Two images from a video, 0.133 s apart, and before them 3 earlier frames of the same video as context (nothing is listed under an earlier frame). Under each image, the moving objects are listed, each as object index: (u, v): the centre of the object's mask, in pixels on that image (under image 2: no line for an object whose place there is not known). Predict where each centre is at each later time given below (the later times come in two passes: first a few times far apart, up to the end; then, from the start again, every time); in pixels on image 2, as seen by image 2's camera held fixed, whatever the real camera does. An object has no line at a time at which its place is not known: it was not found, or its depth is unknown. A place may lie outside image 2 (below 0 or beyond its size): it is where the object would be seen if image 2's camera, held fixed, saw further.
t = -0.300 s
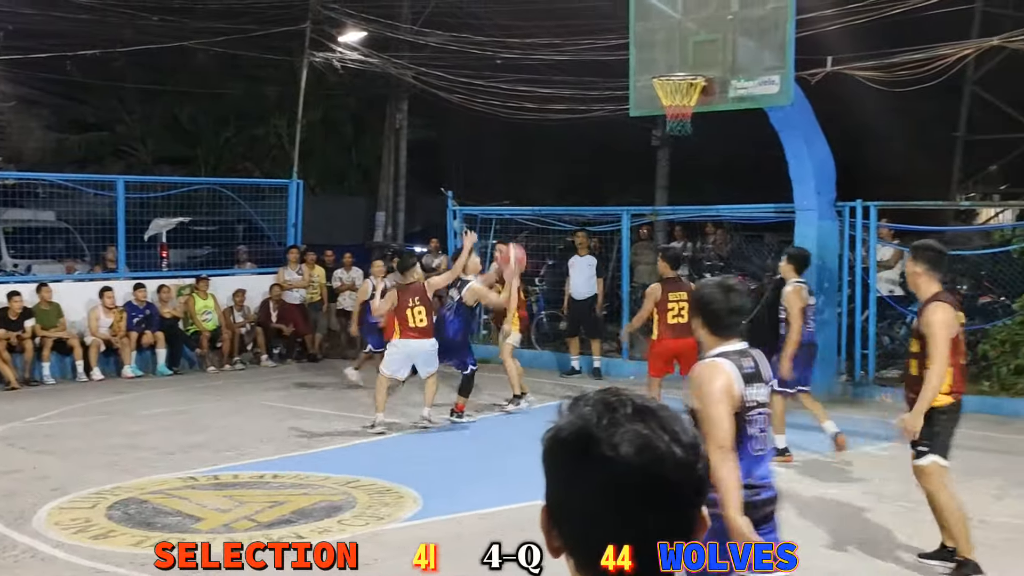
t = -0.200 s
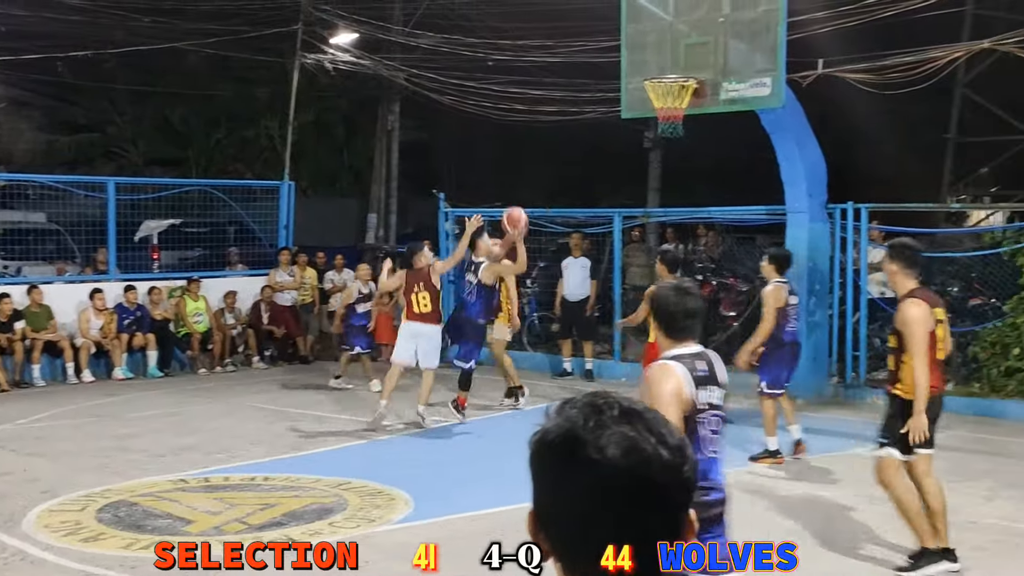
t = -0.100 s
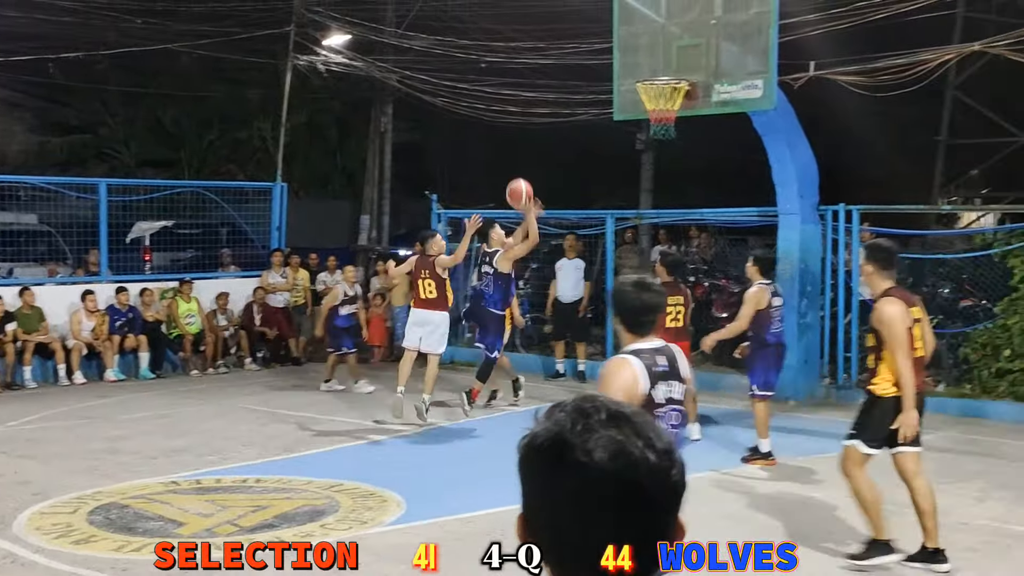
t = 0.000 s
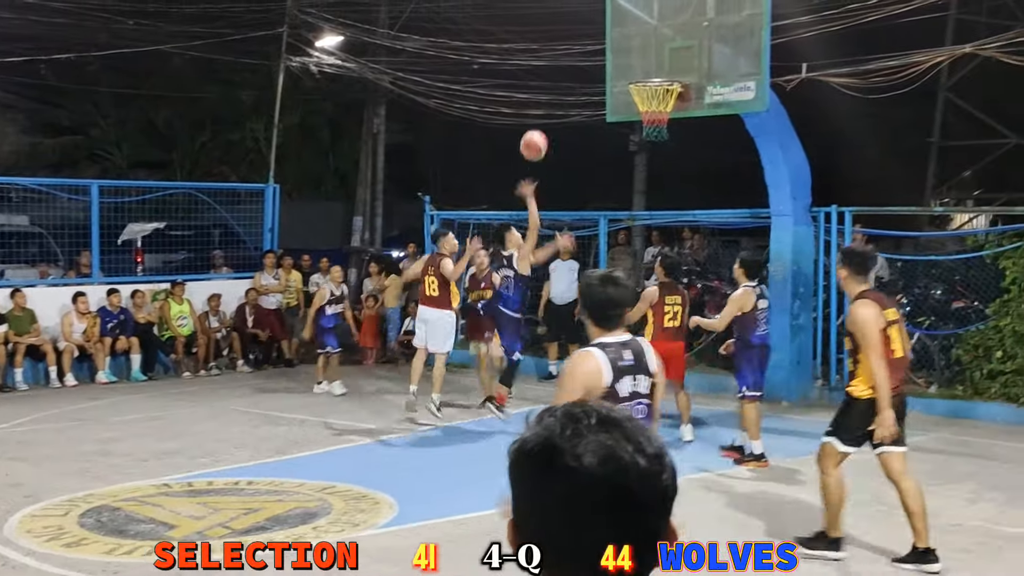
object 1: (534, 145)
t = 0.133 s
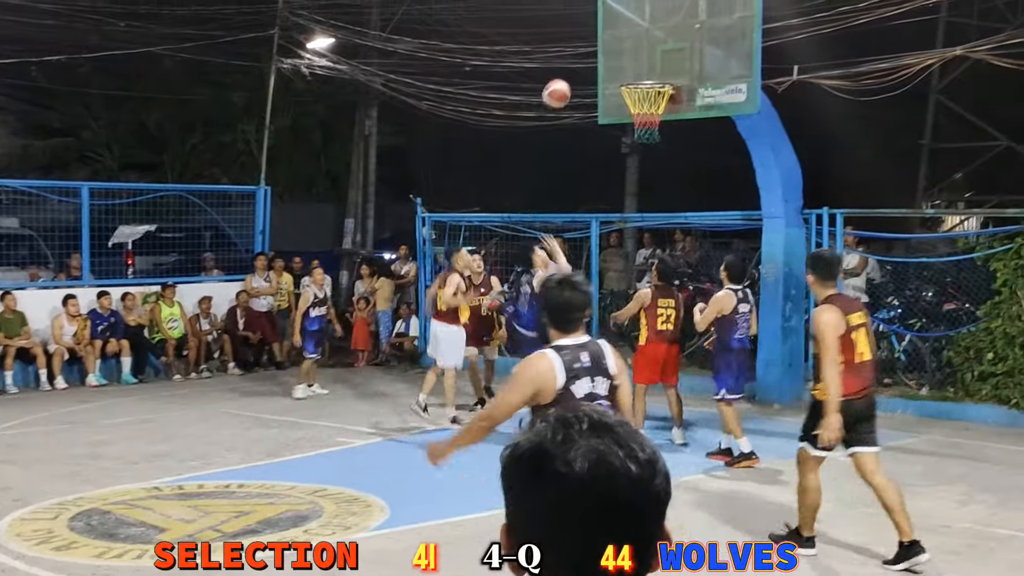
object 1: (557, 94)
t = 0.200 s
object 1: (572, 74)
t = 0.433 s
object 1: (624, 46)
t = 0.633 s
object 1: (667, 69)
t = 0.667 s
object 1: (670, 65)
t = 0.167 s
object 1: (564, 83)
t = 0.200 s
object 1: (572, 74)
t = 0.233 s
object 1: (579, 67)
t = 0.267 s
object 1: (586, 61)
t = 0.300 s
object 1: (594, 55)
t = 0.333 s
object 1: (602, 51)
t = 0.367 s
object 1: (609, 48)
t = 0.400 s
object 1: (617, 47)
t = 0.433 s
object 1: (624, 46)
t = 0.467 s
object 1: (631, 47)
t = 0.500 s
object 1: (639, 49)
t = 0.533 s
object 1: (645, 52)
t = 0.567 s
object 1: (653, 57)
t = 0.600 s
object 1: (660, 62)
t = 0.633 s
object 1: (667, 69)
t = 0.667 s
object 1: (670, 65)
